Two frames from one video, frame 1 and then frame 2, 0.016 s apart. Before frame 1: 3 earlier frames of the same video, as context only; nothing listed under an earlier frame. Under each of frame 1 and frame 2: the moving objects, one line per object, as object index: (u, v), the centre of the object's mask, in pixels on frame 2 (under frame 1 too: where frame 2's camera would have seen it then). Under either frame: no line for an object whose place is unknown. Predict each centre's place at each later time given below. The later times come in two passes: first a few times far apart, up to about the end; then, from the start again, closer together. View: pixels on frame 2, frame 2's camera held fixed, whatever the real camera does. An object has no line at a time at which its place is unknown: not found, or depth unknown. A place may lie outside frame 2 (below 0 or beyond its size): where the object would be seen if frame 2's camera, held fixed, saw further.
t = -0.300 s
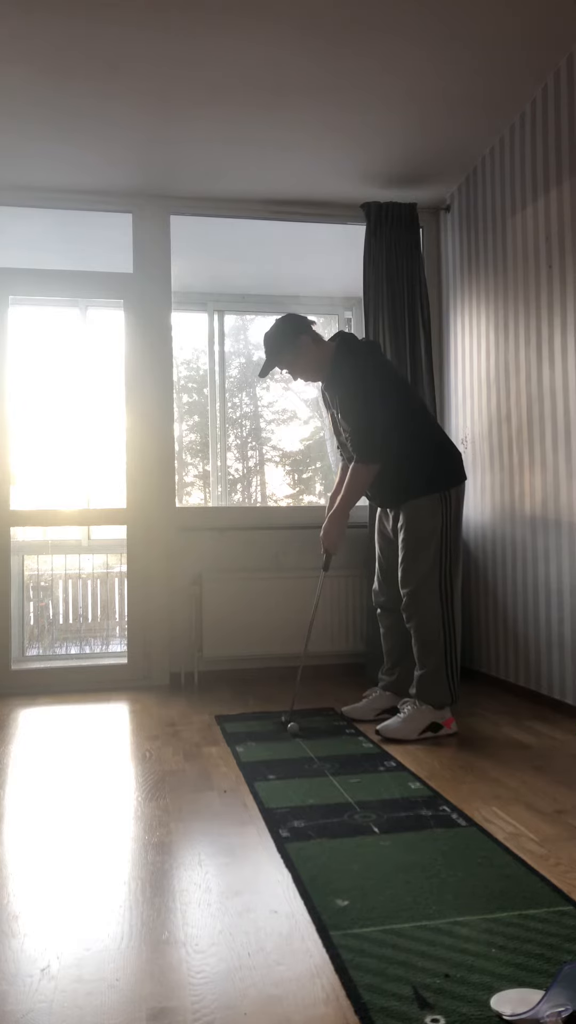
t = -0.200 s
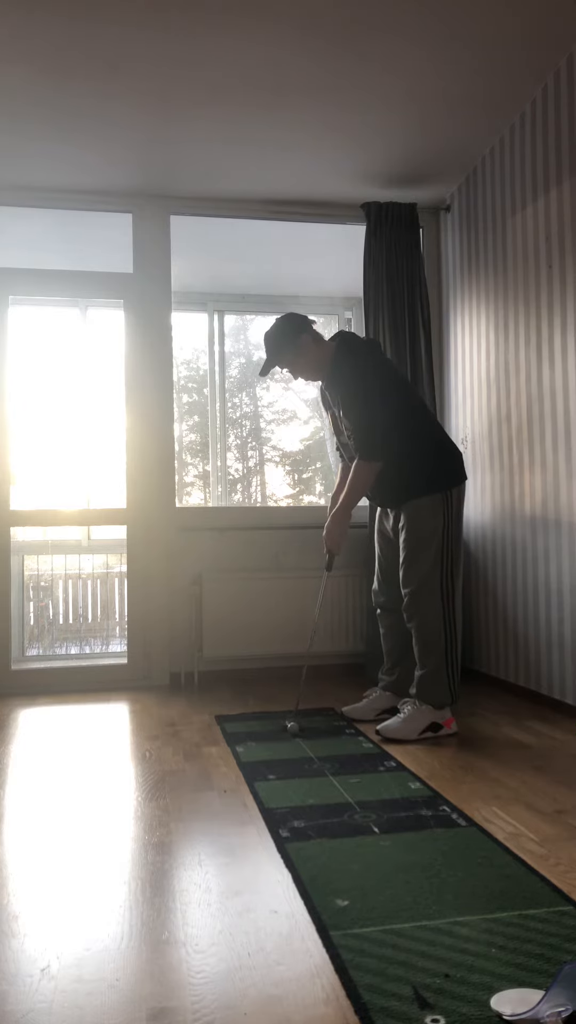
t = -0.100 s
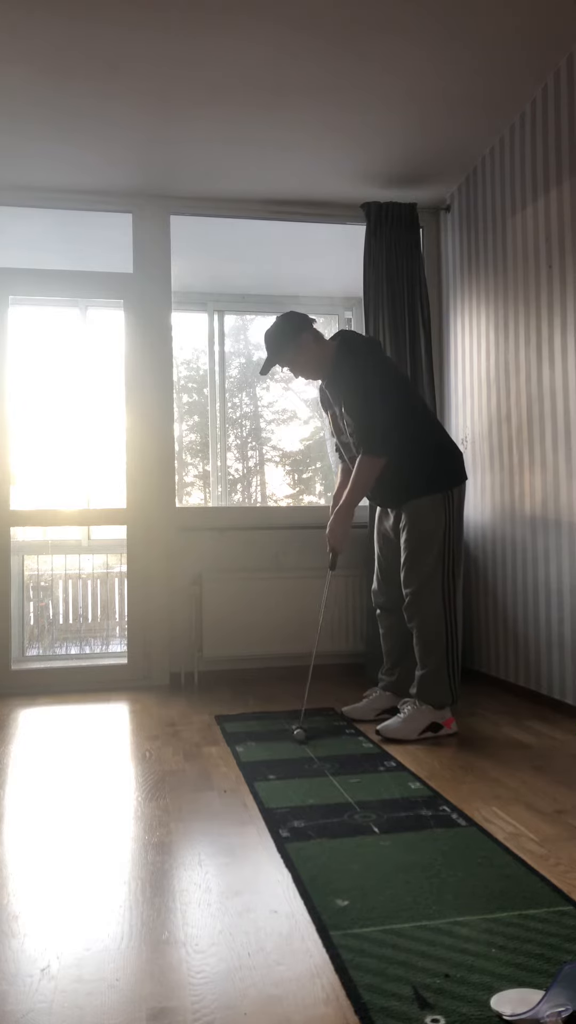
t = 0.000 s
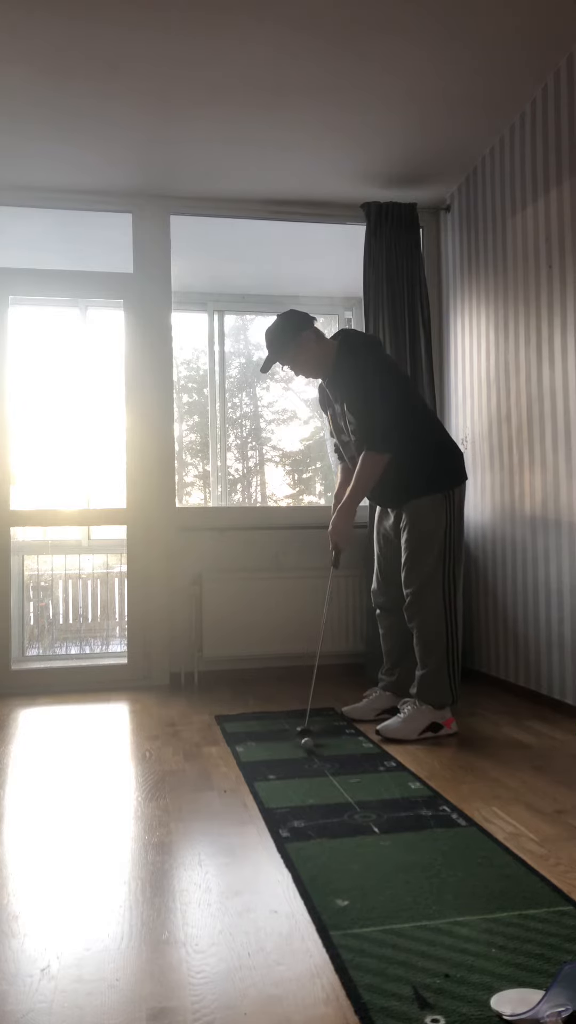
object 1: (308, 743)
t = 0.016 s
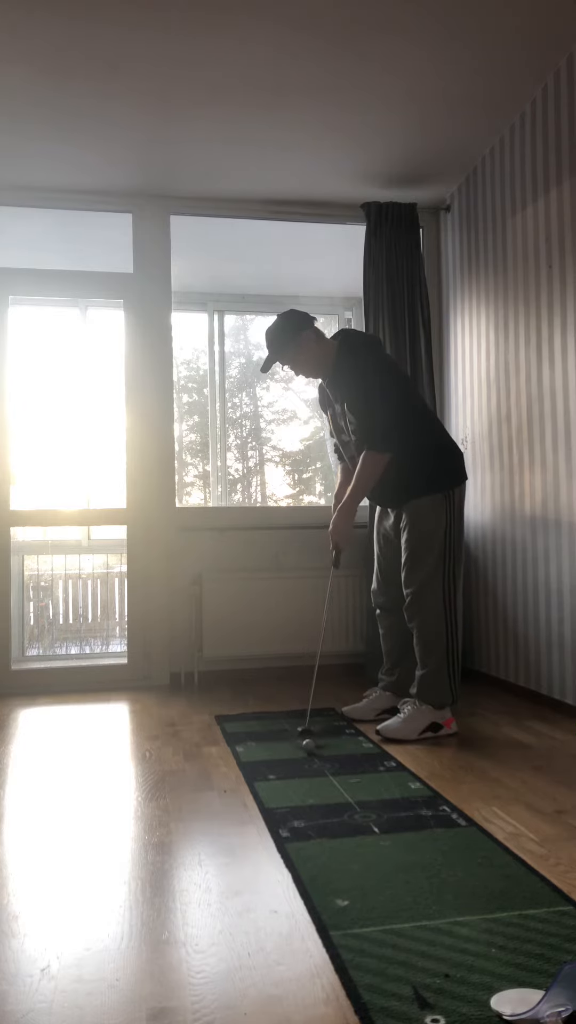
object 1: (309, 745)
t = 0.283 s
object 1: (330, 772)
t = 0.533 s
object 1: (352, 799)
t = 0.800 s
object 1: (385, 832)
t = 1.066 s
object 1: (423, 875)
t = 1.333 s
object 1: (468, 926)
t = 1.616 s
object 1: (529, 989)
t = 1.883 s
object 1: (543, 988)
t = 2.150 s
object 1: (543, 988)
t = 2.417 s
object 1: (543, 988)
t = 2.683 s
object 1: (543, 987)
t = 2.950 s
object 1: (543, 987)
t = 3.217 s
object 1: (543, 988)
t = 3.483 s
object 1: (543, 988)
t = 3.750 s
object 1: (543, 988)
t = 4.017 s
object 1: (543, 988)
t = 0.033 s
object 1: (310, 746)
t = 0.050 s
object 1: (312, 748)
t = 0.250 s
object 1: (328, 768)
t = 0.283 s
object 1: (330, 772)
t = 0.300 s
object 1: (331, 773)
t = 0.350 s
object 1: (335, 778)
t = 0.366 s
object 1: (336, 780)
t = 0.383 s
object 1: (338, 782)
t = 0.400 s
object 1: (339, 785)
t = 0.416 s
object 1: (341, 786)
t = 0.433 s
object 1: (343, 787)
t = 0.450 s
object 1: (344, 790)
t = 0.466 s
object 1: (345, 791)
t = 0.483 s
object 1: (347, 793)
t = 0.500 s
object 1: (349, 794)
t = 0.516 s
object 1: (351, 797)
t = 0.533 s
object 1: (352, 799)
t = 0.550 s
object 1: (354, 800)
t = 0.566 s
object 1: (355, 801)
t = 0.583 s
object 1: (356, 802)
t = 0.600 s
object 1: (360, 805)
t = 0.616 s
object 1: (365, 810)
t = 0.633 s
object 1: (368, 813)
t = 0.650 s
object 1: (368, 814)
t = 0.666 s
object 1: (369, 815)
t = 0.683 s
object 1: (372, 817)
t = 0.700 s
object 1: (374, 819)
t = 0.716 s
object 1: (376, 821)
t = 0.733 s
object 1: (377, 824)
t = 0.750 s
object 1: (379, 826)
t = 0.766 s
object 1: (381, 828)
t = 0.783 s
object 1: (383, 831)
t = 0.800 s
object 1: (385, 832)
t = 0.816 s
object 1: (387, 835)
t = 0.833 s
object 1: (389, 838)
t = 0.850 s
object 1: (392, 840)
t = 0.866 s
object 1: (394, 843)
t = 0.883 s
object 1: (397, 845)
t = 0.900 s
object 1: (399, 848)
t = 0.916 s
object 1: (401, 851)
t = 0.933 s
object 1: (403, 853)
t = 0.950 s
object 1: (406, 856)
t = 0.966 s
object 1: (408, 858)
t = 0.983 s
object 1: (410, 861)
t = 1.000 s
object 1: (414, 864)
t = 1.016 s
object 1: (415, 866)
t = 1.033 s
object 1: (417, 869)
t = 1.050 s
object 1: (420, 872)
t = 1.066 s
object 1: (423, 875)
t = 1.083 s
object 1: (425, 878)
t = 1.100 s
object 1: (428, 881)
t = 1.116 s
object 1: (431, 883)
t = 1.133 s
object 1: (433, 886)
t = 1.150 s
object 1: (436, 889)
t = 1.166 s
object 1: (439, 892)
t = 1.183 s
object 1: (442, 895)
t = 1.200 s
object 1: (445, 899)
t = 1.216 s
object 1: (447, 902)
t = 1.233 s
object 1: (450, 905)
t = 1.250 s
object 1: (453, 909)
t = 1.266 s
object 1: (457, 912)
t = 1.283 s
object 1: (459, 916)
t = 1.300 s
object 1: (463, 919)
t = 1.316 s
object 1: (465, 923)
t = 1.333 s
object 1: (468, 926)
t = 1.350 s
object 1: (473, 930)
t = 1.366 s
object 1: (476, 934)
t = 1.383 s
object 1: (480, 938)
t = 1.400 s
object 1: (482, 942)
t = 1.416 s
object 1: (484, 944)
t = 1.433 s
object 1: (490, 948)
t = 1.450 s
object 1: (493, 952)
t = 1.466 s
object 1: (495, 956)
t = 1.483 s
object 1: (499, 960)
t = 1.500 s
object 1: (503, 965)
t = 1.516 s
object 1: (507, 968)
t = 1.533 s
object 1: (511, 973)
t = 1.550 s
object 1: (514, 975)
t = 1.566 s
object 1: (517, 978)
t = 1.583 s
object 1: (521, 982)
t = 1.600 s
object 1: (525, 985)
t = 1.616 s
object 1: (529, 989)
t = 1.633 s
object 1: (531, 990)
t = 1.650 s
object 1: (533, 991)
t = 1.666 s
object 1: (535, 992)
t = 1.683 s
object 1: (537, 990)
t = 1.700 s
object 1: (538, 990)
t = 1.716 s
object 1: (540, 988)
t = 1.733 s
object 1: (541, 987)
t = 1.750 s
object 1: (542, 987)
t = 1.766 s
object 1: (542, 987)
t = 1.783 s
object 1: (543, 988)
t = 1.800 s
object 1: (544, 988)
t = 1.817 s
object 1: (544, 988)
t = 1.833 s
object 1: (543, 988)
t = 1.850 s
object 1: (543, 988)
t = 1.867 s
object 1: (543, 988)
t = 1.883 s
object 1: (543, 988)
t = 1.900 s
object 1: (543, 988)
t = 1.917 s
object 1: (543, 988)
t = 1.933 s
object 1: (543, 988)
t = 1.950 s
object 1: (543, 988)
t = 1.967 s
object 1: (543, 988)
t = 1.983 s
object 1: (543, 988)
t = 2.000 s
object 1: (543, 988)
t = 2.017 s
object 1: (543, 988)
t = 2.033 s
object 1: (543, 988)
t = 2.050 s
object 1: (543, 988)
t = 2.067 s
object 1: (543, 988)
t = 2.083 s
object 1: (543, 988)
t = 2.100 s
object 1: (543, 988)
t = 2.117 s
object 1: (543, 988)
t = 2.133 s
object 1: (543, 988)
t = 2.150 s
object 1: (543, 988)
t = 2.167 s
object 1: (543, 988)
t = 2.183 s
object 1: (543, 988)
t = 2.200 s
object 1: (543, 988)
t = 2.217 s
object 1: (543, 988)
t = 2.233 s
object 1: (543, 988)
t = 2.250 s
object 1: (543, 988)
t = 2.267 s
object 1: (543, 988)
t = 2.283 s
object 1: (543, 988)
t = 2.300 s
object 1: (543, 988)
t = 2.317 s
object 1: (543, 988)
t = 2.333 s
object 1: (543, 988)
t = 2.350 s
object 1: (543, 988)
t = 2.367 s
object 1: (543, 988)
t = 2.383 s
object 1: (543, 988)
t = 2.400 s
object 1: (543, 988)
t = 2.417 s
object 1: (543, 988)
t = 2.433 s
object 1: (543, 988)
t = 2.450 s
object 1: (543, 988)
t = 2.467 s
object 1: (543, 988)
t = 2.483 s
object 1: (543, 988)
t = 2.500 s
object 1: (543, 988)
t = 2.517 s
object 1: (543, 988)
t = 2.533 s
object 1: (543, 988)
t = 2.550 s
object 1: (543, 988)
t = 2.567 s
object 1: (543, 988)
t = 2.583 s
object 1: (543, 988)
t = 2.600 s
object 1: (543, 988)
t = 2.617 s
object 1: (543, 987)
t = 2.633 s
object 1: (543, 987)
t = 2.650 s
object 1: (543, 987)
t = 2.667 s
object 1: (543, 987)
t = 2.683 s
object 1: (543, 987)
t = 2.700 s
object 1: (543, 987)
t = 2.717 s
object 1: (543, 987)
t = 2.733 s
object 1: (543, 987)
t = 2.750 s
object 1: (543, 987)
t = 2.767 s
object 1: (543, 987)
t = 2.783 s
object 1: (543, 987)
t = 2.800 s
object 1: (543, 987)
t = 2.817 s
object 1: (543, 987)
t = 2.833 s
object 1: (543, 987)
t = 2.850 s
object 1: (543, 987)
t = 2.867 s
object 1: (543, 987)
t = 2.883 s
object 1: (543, 987)
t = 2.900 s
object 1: (543, 987)
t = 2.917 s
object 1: (543, 987)
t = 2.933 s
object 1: (543, 987)
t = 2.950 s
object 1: (543, 987)
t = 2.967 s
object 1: (543, 987)
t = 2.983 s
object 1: (543, 987)
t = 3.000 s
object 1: (543, 987)
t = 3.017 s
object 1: (543, 987)
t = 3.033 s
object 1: (543, 987)
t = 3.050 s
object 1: (543, 987)
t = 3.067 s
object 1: (543, 987)
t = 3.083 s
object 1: (543, 988)
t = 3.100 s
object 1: (543, 988)
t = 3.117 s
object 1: (543, 987)
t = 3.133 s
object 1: (543, 988)
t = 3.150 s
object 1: (543, 988)
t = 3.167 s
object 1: (543, 988)
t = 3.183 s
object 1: (543, 988)
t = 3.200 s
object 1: (543, 988)
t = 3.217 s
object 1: (543, 988)
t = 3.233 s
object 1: (543, 988)
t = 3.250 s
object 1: (543, 988)
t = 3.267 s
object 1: (543, 988)
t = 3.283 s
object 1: (543, 988)
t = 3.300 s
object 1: (543, 988)
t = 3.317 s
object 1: (543, 988)
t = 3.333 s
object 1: (543, 988)
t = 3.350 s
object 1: (543, 988)
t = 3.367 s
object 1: (543, 988)
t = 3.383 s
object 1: (543, 988)
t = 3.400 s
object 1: (543, 988)
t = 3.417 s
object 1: (543, 988)
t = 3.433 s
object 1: (543, 988)
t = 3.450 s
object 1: (543, 988)
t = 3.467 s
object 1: (543, 988)
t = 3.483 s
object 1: (543, 988)
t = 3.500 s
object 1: (543, 988)
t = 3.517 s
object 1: (543, 987)
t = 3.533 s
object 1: (543, 988)
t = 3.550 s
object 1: (543, 988)
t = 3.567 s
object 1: (543, 988)
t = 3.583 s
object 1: (543, 988)
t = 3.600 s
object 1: (543, 988)
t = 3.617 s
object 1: (543, 988)
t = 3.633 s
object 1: (543, 988)
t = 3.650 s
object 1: (543, 988)
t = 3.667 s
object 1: (543, 988)
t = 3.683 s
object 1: (543, 988)
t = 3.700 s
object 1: (543, 988)
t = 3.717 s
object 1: (543, 988)
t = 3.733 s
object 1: (543, 988)
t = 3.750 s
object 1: (543, 988)
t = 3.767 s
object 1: (543, 988)
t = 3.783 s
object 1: (543, 988)
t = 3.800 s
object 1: (543, 988)
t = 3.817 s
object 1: (543, 988)
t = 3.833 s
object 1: (543, 988)
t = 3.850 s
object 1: (543, 988)
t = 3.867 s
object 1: (543, 988)
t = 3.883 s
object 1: (543, 988)
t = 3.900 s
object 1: (543, 988)
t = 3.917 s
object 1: (543, 988)
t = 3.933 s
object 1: (543, 988)
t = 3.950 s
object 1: (543, 988)
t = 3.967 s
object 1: (543, 988)
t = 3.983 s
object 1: (543, 988)
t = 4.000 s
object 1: (543, 988)
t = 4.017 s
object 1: (543, 988)
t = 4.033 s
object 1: (543, 988)
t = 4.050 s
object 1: (543, 988)
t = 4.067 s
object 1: (543, 988)
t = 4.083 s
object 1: (543, 988)
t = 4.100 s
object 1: (543, 988)
